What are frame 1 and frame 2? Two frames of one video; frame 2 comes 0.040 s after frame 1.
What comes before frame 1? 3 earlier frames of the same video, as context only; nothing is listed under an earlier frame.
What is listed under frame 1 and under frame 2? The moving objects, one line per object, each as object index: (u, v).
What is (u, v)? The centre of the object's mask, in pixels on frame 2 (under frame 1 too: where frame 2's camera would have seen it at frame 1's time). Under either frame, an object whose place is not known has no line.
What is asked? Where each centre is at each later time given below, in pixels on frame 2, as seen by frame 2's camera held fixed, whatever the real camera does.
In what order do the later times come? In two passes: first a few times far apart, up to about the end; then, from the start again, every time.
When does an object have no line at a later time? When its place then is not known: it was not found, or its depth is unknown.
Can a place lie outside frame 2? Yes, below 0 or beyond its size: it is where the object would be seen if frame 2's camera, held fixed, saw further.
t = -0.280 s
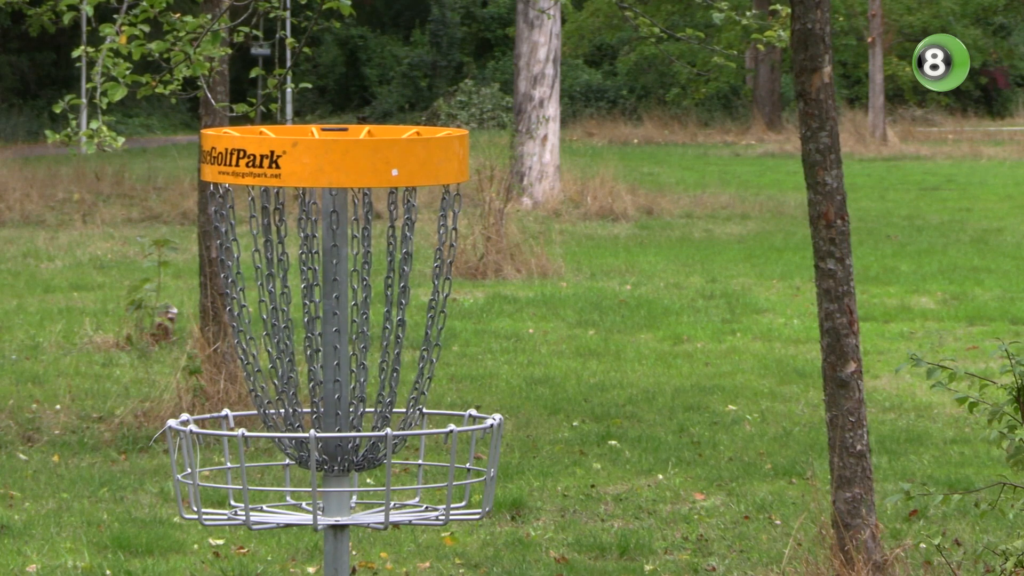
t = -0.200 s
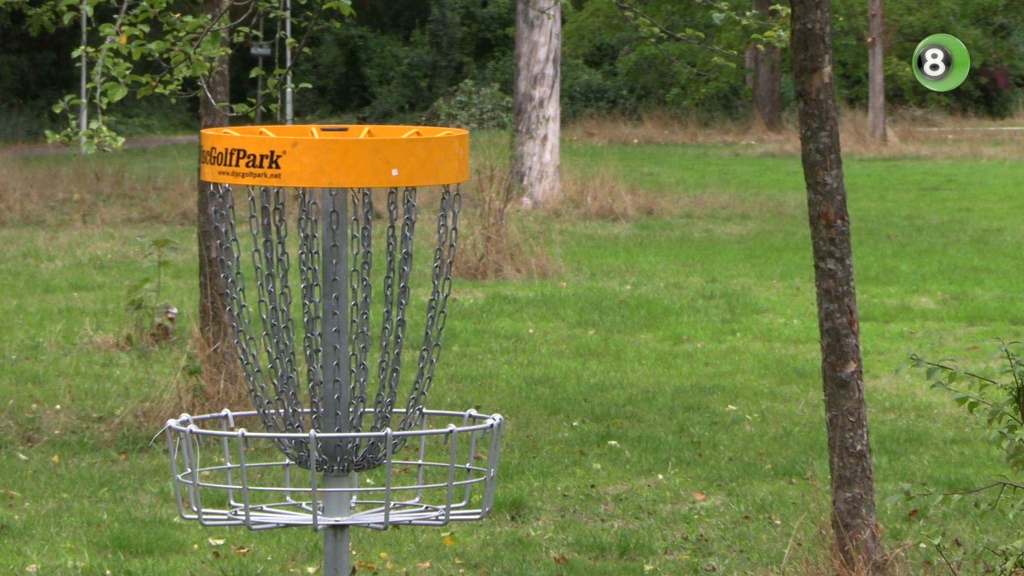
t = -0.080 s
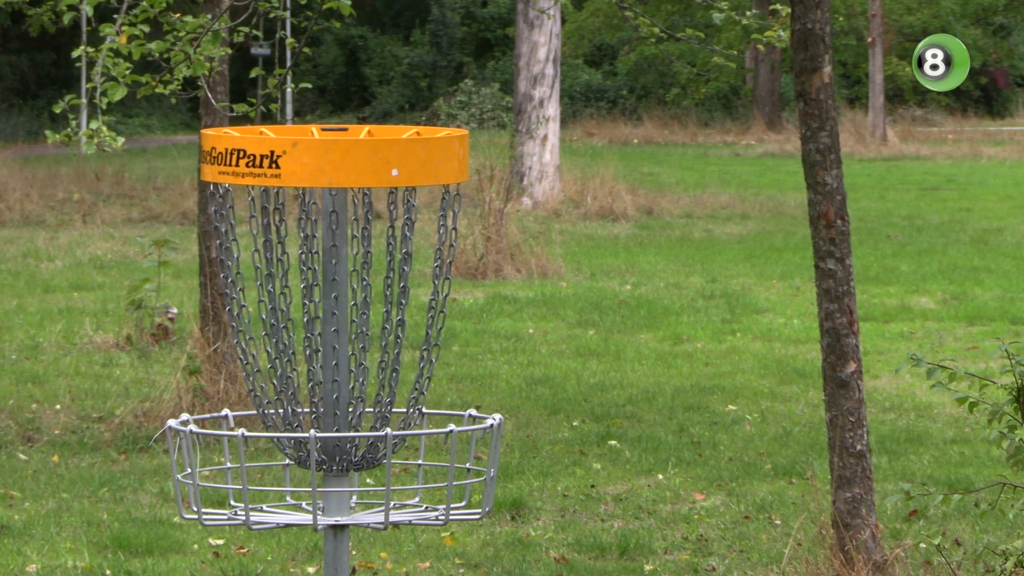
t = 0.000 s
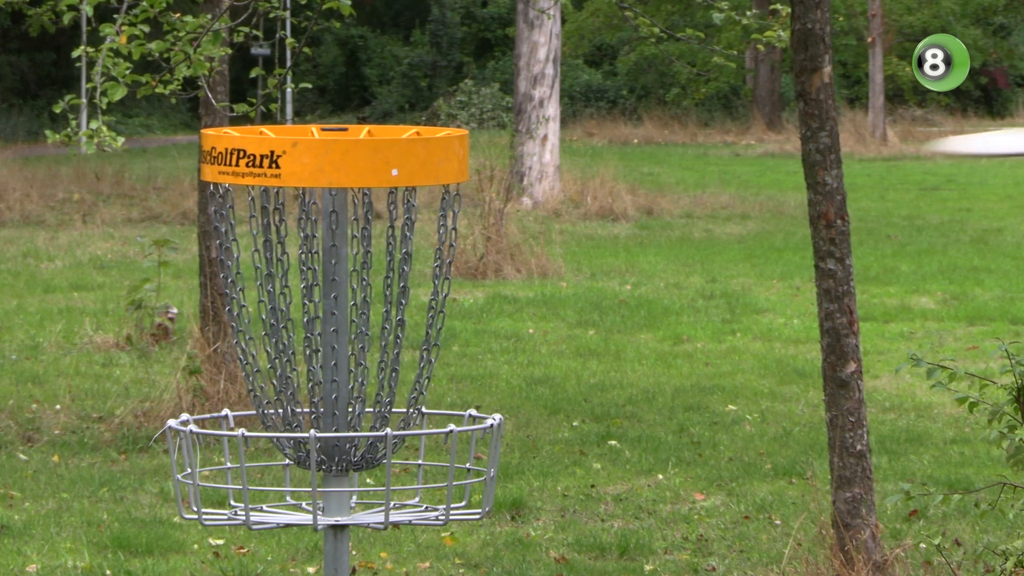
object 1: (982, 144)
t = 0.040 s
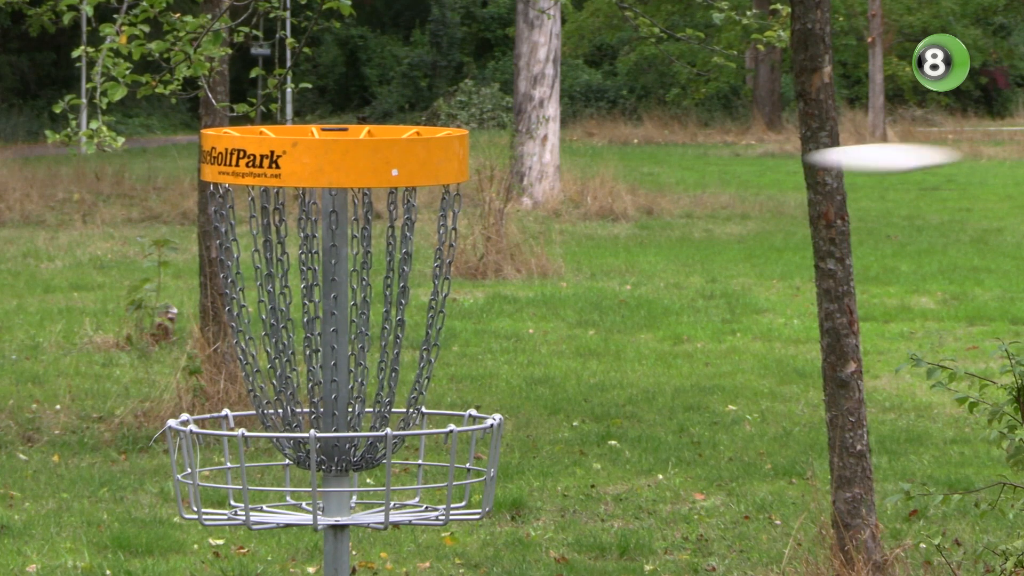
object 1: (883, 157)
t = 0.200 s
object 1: (482, 243)
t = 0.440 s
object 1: (435, 356)
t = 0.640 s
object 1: (416, 477)
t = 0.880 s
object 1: (376, 494)
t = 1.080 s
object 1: (376, 498)
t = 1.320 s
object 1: (376, 499)
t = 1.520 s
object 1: (376, 499)
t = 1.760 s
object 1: (376, 499)
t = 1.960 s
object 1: (376, 499)
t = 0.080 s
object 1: (771, 174)
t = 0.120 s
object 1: (663, 194)
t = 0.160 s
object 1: (558, 217)
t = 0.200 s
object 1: (482, 243)
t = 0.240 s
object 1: (444, 257)
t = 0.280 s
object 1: (433, 274)
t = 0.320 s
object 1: (427, 294)
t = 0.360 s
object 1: (434, 316)
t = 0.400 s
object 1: (433, 333)
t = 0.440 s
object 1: (435, 356)
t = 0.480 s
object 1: (433, 384)
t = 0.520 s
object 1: (428, 415)
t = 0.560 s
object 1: (427, 459)
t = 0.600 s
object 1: (420, 461)
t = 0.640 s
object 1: (416, 477)
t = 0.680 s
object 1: (398, 478)
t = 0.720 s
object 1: (387, 480)
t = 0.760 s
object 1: (383, 487)
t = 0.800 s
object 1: (381, 489)
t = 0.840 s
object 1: (377, 491)
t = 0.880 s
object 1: (376, 494)
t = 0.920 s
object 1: (376, 495)
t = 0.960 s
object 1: (377, 497)
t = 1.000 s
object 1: (378, 497)
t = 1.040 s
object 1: (378, 497)
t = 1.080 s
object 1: (376, 498)
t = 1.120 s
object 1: (375, 498)
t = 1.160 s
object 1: (376, 498)
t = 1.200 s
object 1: (375, 499)
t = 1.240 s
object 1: (375, 499)
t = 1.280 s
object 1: (375, 499)
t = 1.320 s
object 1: (376, 499)
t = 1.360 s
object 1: (376, 499)
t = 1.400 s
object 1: (376, 499)
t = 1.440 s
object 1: (376, 499)
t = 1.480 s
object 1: (375, 499)
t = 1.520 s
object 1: (376, 499)
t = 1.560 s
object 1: (376, 499)
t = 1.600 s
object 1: (376, 499)
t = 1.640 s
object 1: (376, 499)
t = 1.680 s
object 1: (376, 499)
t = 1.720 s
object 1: (376, 499)
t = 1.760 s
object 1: (376, 499)
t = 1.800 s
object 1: (376, 499)
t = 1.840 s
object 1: (376, 499)
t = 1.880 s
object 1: (376, 499)
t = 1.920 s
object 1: (376, 499)
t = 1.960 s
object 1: (376, 499)
